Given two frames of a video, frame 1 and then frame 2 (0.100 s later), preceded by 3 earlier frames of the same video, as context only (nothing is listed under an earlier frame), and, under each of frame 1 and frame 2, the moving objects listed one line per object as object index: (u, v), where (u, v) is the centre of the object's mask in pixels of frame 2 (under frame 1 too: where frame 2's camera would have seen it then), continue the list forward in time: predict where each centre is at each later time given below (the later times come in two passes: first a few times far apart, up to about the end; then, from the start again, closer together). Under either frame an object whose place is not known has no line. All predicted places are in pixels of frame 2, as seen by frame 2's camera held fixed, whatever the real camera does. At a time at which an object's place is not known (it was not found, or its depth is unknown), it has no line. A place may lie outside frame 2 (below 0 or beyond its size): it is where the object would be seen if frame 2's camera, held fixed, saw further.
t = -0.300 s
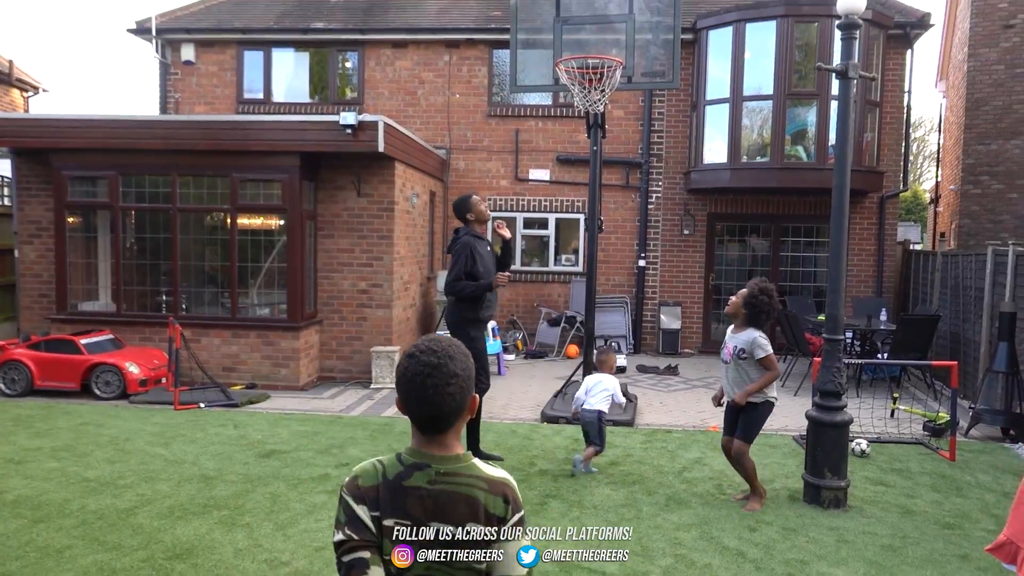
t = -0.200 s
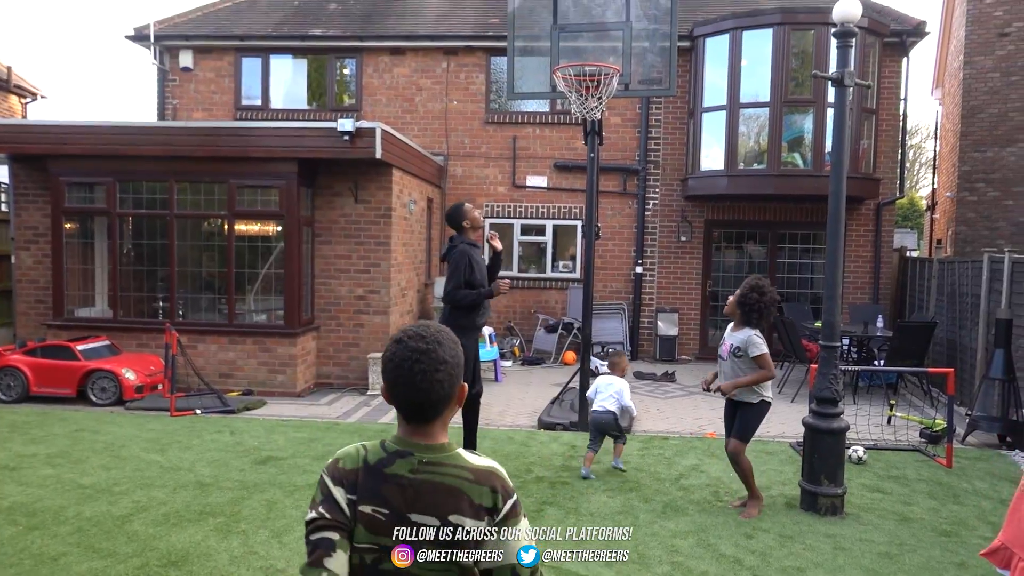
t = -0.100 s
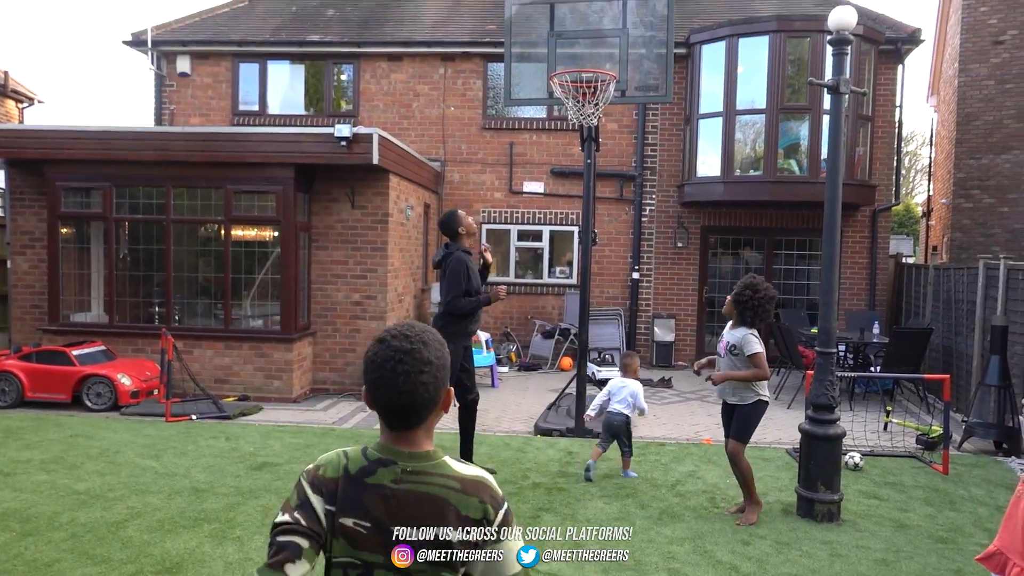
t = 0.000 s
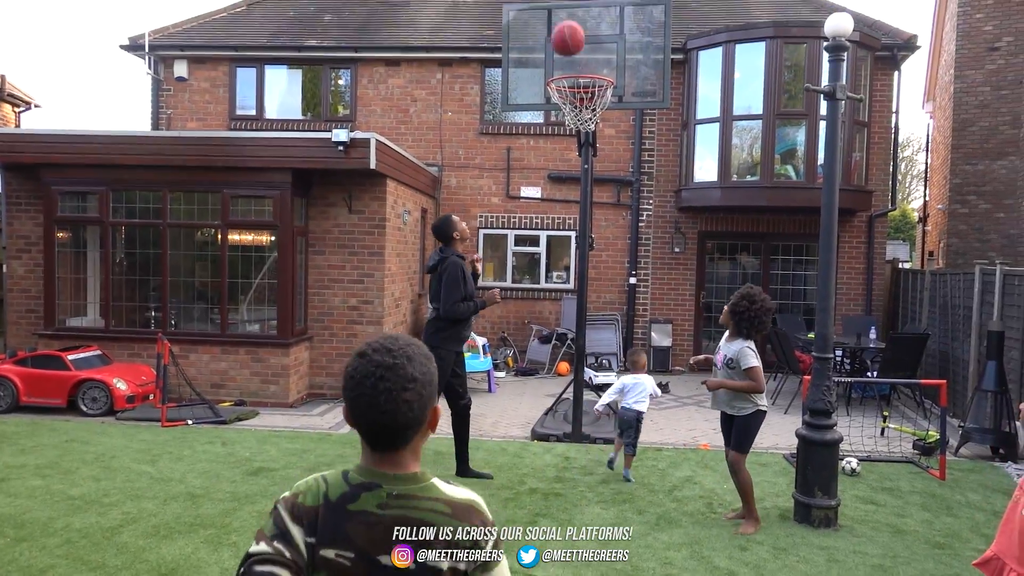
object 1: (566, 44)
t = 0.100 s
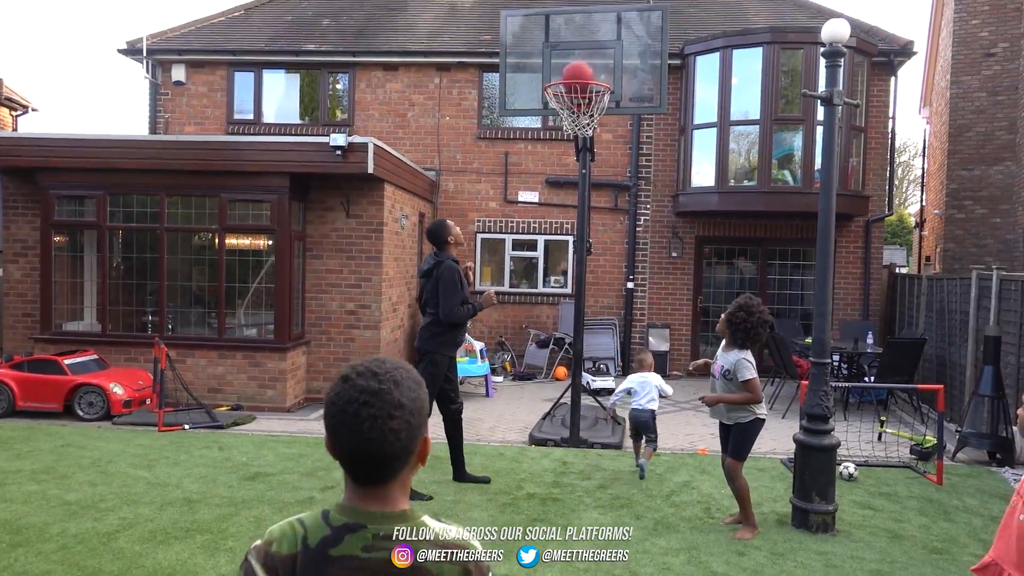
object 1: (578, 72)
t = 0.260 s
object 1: (639, 51)
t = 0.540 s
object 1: (769, 97)
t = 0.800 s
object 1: (924, 291)
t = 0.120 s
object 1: (585, 69)
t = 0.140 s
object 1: (592, 67)
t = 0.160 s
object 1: (600, 64)
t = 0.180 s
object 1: (607, 60)
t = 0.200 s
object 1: (615, 57)
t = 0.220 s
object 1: (622, 55)
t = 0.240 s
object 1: (630, 53)
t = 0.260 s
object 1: (639, 51)
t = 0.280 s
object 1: (647, 50)
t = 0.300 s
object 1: (655, 50)
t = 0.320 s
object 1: (664, 50)
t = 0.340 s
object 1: (673, 51)
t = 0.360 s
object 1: (681, 52)
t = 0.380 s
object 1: (690, 55)
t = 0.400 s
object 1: (699, 57)
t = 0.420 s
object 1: (709, 61)
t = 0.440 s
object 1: (718, 65)
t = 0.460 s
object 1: (728, 70)
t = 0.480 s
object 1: (737, 76)
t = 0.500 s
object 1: (747, 82)
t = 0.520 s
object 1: (757, 89)
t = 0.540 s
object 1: (769, 97)
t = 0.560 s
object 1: (779, 107)
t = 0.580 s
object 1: (789, 117)
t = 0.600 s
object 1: (799, 128)
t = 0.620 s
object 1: (810, 140)
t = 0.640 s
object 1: (822, 152)
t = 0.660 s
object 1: (834, 166)
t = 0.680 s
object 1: (846, 180)
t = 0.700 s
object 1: (859, 196)
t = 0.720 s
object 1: (870, 212)
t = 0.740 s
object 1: (883, 230)
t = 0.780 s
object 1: (910, 270)
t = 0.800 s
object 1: (924, 291)
